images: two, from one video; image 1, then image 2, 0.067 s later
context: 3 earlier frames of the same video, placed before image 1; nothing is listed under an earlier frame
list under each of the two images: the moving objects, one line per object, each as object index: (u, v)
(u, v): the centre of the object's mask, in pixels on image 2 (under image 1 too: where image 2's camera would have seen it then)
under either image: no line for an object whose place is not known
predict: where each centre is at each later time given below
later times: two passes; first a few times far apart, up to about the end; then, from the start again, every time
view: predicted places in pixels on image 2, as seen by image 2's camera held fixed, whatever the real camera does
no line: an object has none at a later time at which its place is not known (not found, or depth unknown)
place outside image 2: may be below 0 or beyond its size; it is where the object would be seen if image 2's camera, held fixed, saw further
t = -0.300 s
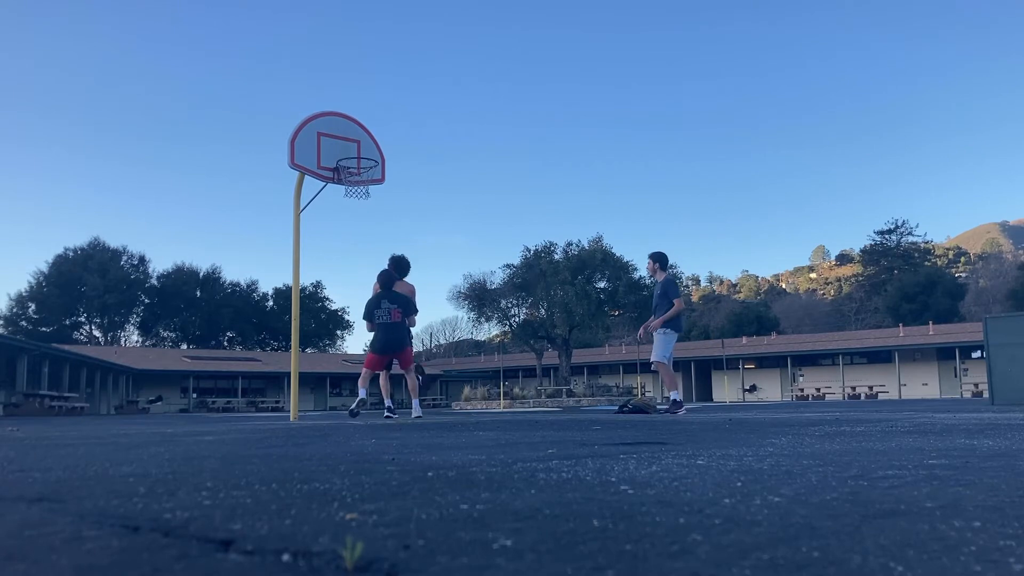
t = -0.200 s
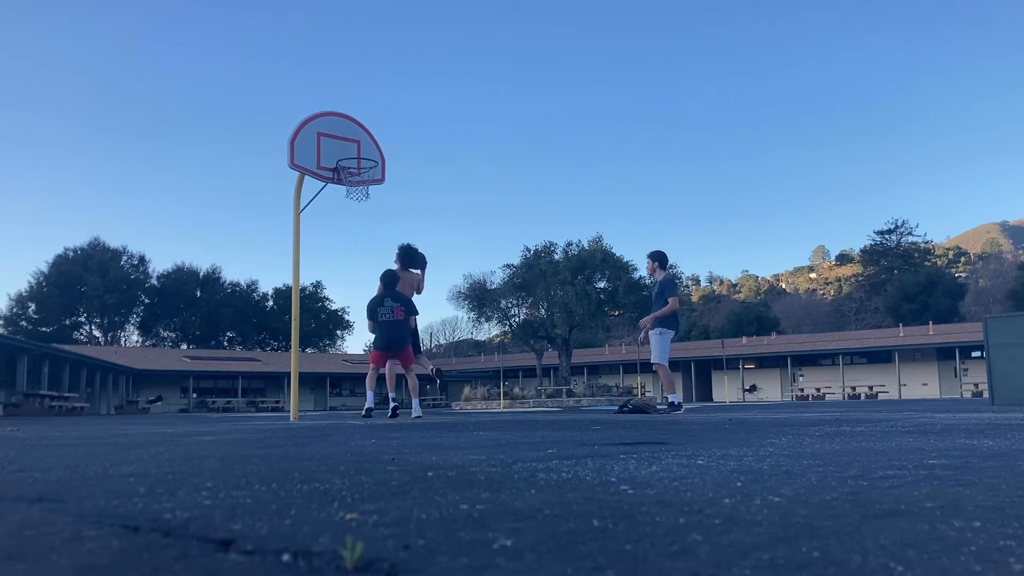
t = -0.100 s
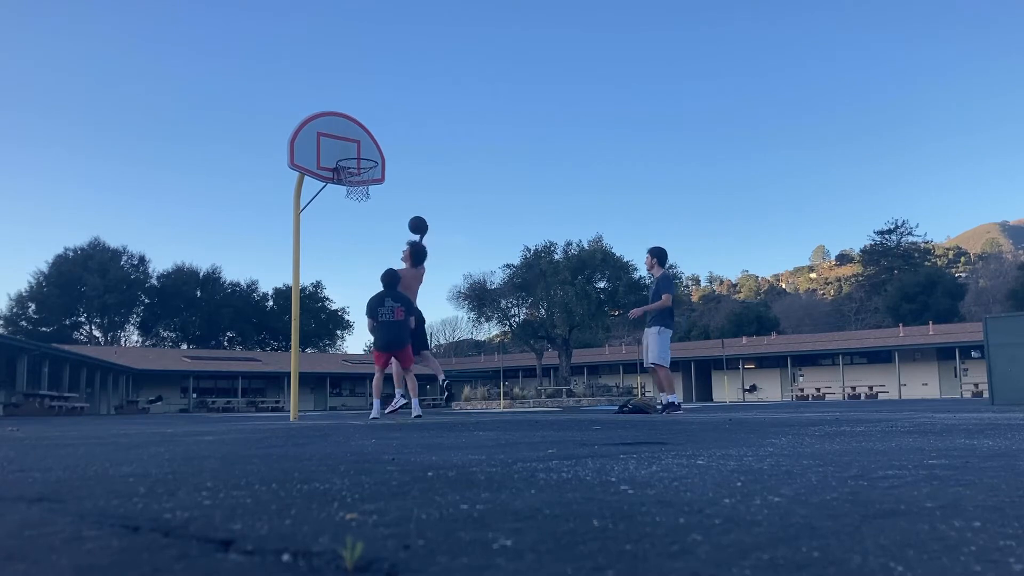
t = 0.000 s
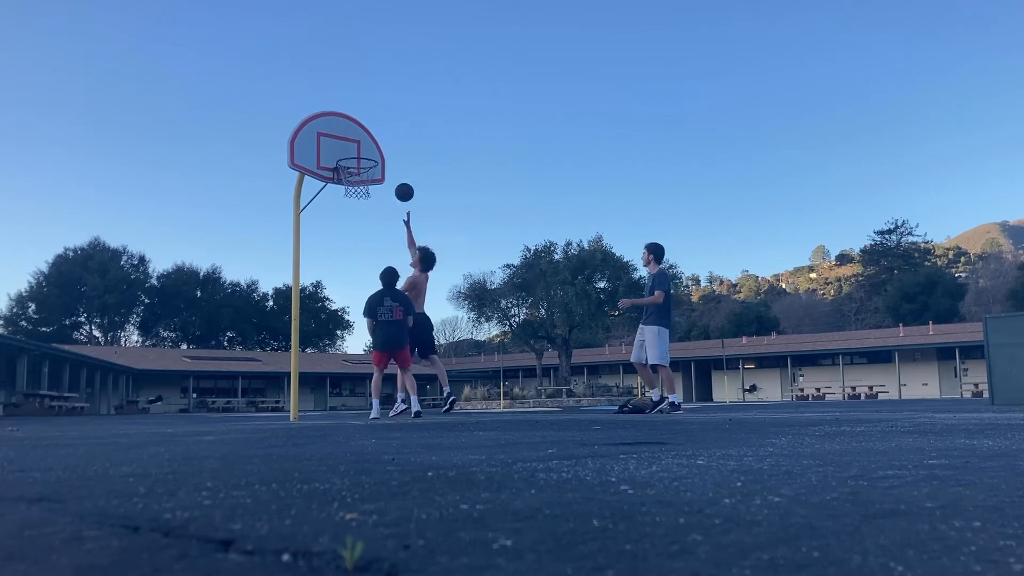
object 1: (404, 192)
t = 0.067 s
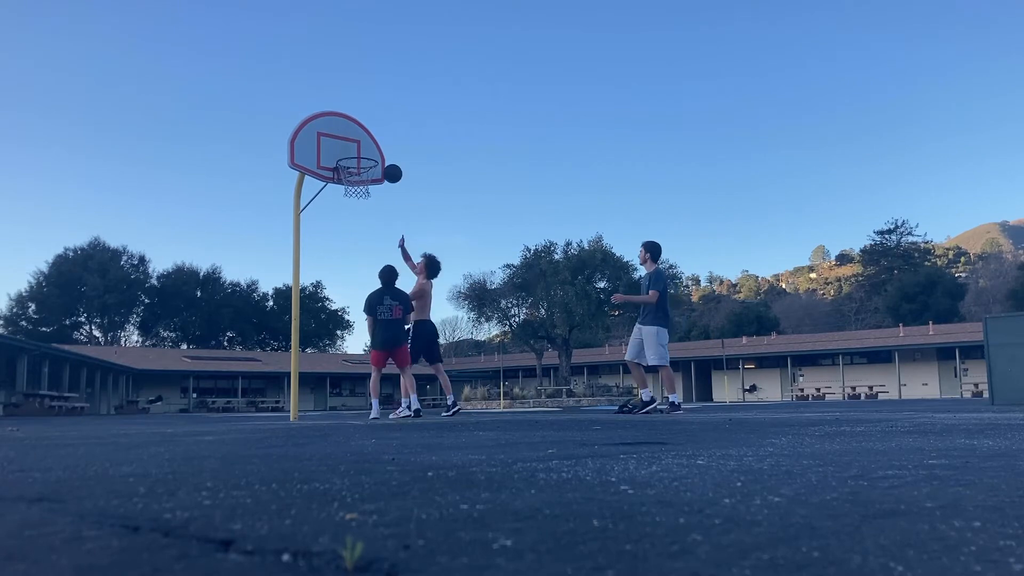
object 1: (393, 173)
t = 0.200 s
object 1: (373, 148)
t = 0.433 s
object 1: (359, 149)
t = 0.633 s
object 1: (349, 180)
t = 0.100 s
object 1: (387, 165)
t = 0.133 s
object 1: (381, 158)
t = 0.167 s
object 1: (375, 151)
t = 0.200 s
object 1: (373, 148)
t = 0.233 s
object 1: (371, 146)
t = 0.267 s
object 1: (369, 144)
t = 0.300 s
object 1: (367, 143)
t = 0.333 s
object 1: (365, 144)
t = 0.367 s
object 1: (363, 145)
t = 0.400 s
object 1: (361, 146)
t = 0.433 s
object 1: (359, 149)
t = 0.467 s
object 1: (357, 153)
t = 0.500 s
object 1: (354, 158)
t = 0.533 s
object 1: (352, 163)
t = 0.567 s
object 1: (350, 170)
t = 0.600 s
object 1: (349, 175)
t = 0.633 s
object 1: (349, 180)
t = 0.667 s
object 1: (352, 189)
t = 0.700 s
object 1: (352, 195)
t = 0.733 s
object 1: (353, 203)
